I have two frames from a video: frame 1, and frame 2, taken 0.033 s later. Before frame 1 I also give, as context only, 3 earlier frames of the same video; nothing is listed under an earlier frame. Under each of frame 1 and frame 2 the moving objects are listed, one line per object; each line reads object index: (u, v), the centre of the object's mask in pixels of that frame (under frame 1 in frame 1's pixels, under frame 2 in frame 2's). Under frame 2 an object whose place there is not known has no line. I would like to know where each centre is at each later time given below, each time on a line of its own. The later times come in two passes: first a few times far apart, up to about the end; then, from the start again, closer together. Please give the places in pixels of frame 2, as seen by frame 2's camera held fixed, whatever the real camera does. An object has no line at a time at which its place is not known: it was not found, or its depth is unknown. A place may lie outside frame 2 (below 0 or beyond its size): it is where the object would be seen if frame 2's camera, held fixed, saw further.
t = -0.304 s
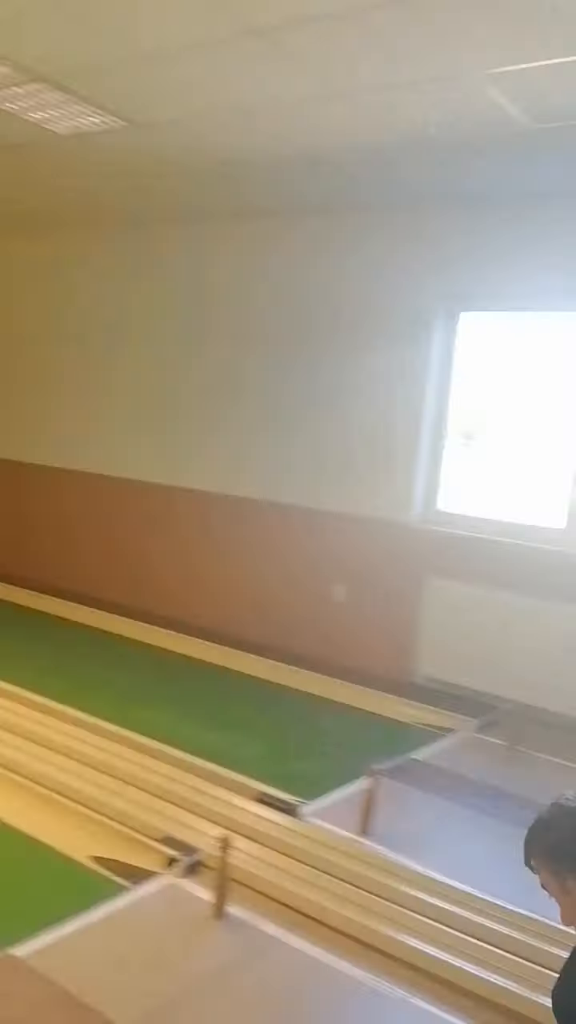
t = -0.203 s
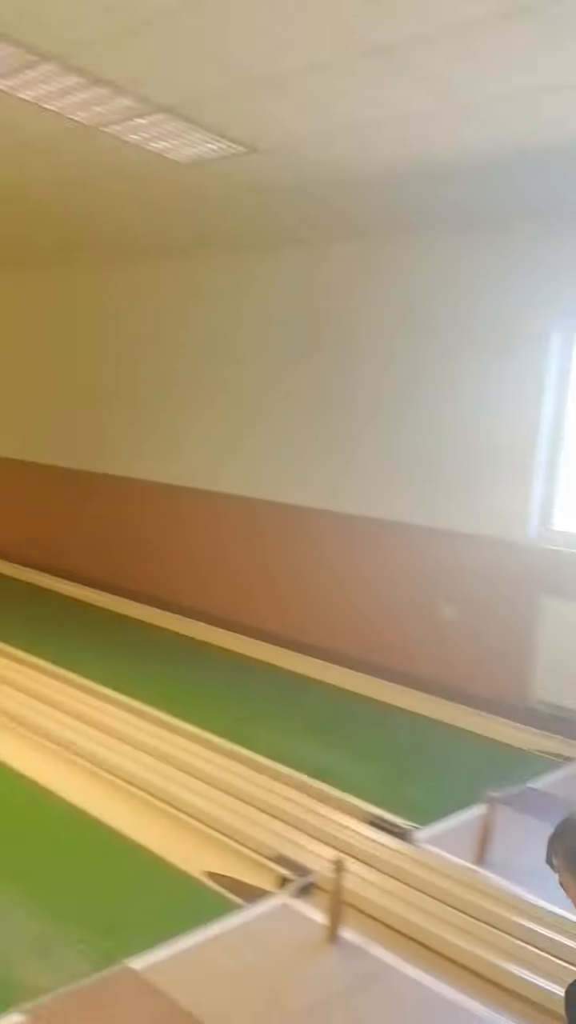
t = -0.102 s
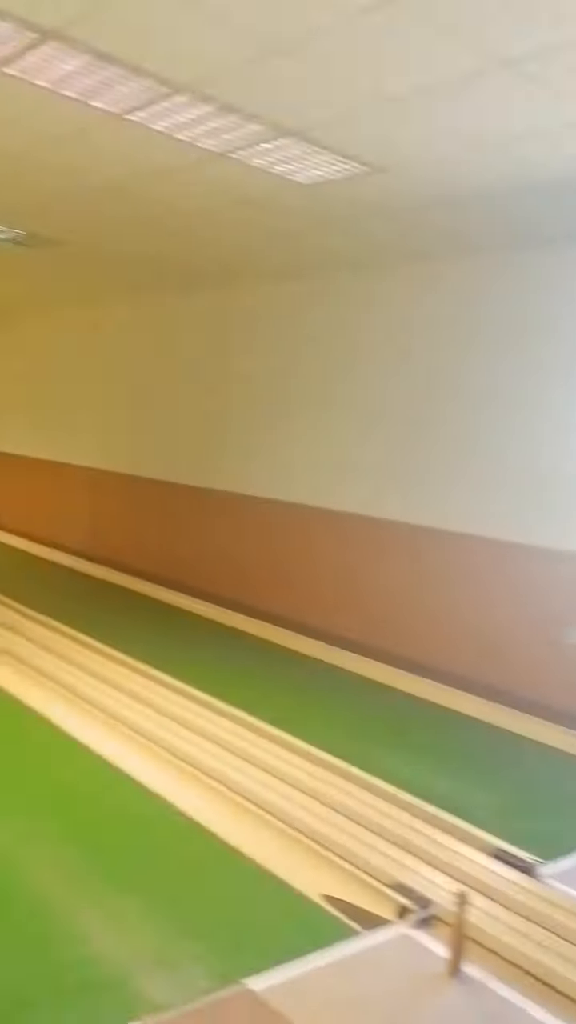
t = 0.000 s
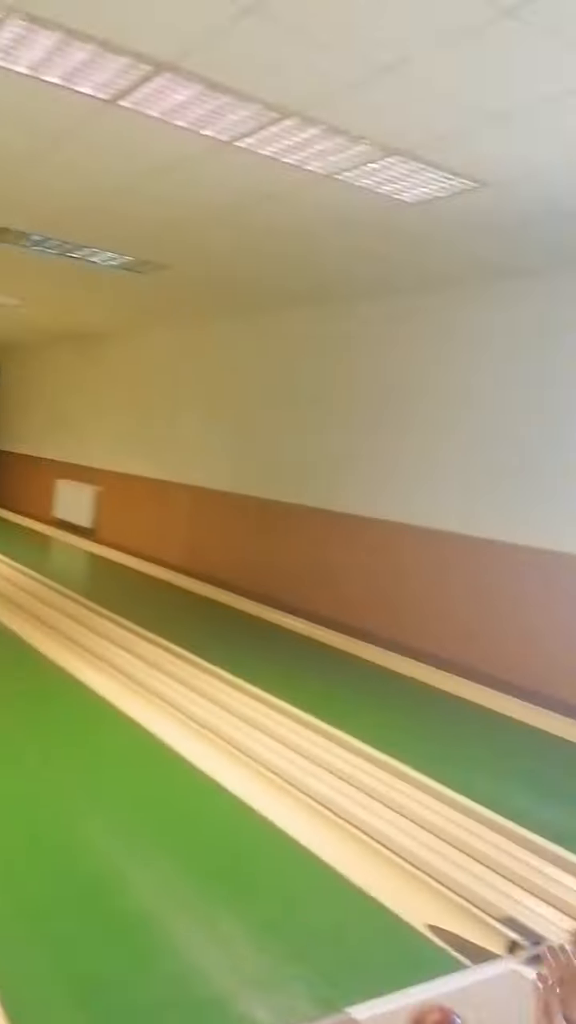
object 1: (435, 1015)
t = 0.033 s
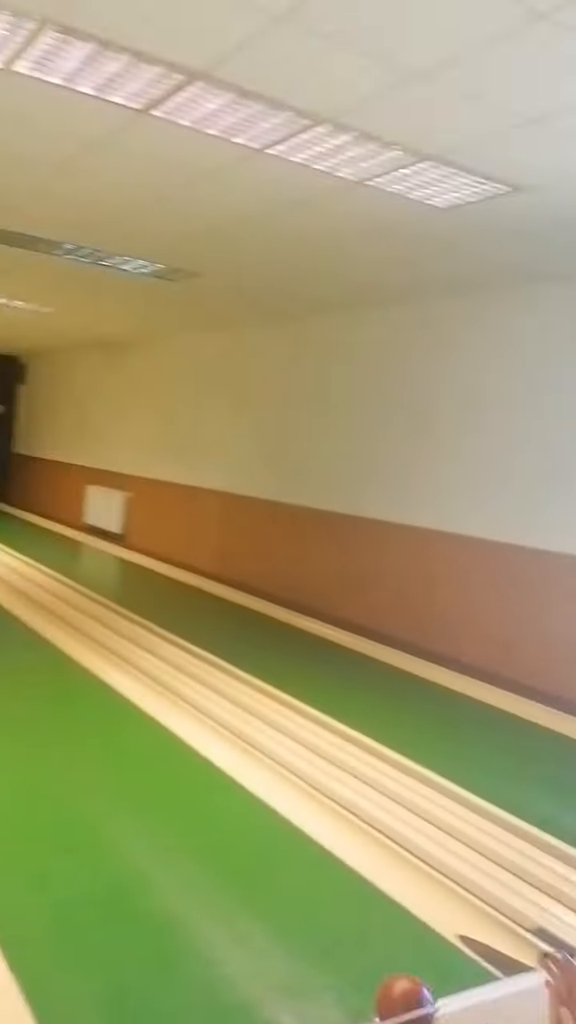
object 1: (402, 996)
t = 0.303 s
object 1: (153, 761)
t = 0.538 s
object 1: (51, 674)
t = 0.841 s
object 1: (-21, 612)
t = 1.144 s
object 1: (-63, 574)
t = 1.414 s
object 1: (-88, 552)
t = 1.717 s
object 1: (-107, 534)
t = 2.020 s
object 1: (-120, 520)
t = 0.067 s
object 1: (354, 967)
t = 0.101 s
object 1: (315, 922)
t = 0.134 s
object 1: (279, 885)
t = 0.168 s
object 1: (249, 856)
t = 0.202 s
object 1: (221, 827)
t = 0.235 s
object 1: (196, 804)
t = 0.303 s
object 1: (153, 761)
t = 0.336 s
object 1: (134, 746)
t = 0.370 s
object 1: (117, 731)
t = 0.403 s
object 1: (102, 717)
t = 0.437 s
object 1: (88, 705)
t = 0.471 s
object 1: (75, 694)
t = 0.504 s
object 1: (63, 683)
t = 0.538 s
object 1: (51, 674)
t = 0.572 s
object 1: (41, 665)
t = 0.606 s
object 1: (31, 657)
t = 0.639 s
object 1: (22, 650)
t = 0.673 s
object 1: (14, 642)
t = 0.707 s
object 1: (6, 635)
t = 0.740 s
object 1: (-1, 629)
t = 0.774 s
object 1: (-8, 623)
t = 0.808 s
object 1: (-15, 618)
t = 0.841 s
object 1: (-21, 612)
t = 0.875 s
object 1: (-26, 607)
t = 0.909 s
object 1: (-32, 602)
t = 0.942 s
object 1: (-37, 597)
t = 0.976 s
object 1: (-42, 593)
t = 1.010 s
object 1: (-47, 588)
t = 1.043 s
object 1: (-51, 585)
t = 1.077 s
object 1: (-55, 581)
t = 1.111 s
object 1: (-59, 578)
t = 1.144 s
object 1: (-63, 574)
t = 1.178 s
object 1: (-67, 571)
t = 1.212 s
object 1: (-71, 568)
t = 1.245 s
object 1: (-74, 565)
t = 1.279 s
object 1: (-77, 562)
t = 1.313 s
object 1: (-80, 559)
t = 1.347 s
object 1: (-83, 557)
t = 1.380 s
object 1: (-86, 555)
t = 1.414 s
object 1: (-88, 552)
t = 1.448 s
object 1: (-91, 549)
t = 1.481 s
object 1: (-94, 547)
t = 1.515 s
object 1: (-95, 545)
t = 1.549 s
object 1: (-98, 543)
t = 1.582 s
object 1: (-100, 541)
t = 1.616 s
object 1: (-102, 539)
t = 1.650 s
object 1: (-104, 538)
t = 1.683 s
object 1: (-106, 536)
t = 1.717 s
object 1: (-107, 534)
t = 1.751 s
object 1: (-109, 532)
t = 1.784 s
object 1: (-111, 531)
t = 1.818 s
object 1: (-112, 529)
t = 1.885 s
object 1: (-115, 526)
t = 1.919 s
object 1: (-117, 525)
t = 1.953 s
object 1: (-118, 523)
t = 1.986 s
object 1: (-119, 522)
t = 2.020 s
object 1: (-120, 520)
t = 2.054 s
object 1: (-122, 519)
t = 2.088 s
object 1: (-123, 518)
